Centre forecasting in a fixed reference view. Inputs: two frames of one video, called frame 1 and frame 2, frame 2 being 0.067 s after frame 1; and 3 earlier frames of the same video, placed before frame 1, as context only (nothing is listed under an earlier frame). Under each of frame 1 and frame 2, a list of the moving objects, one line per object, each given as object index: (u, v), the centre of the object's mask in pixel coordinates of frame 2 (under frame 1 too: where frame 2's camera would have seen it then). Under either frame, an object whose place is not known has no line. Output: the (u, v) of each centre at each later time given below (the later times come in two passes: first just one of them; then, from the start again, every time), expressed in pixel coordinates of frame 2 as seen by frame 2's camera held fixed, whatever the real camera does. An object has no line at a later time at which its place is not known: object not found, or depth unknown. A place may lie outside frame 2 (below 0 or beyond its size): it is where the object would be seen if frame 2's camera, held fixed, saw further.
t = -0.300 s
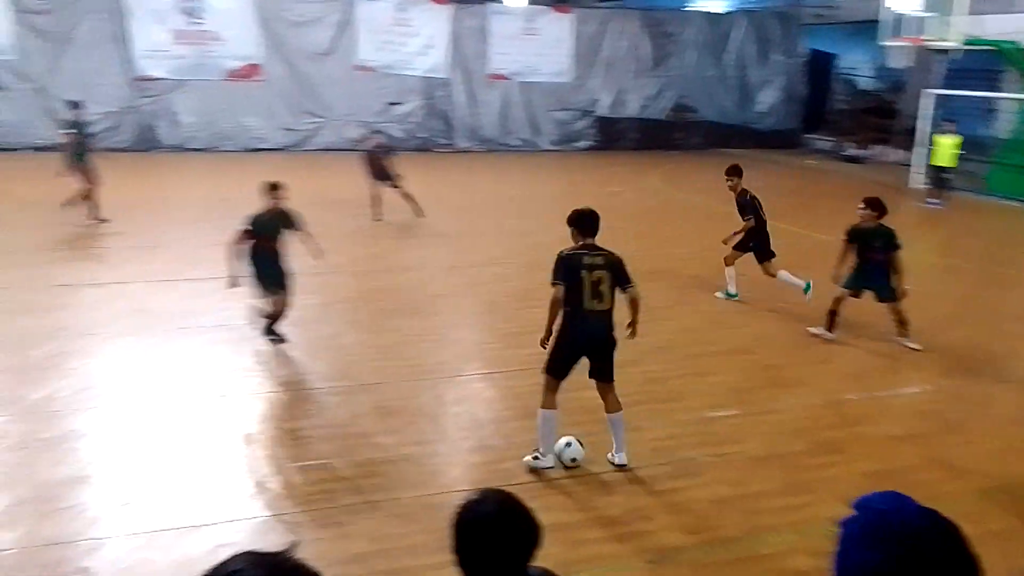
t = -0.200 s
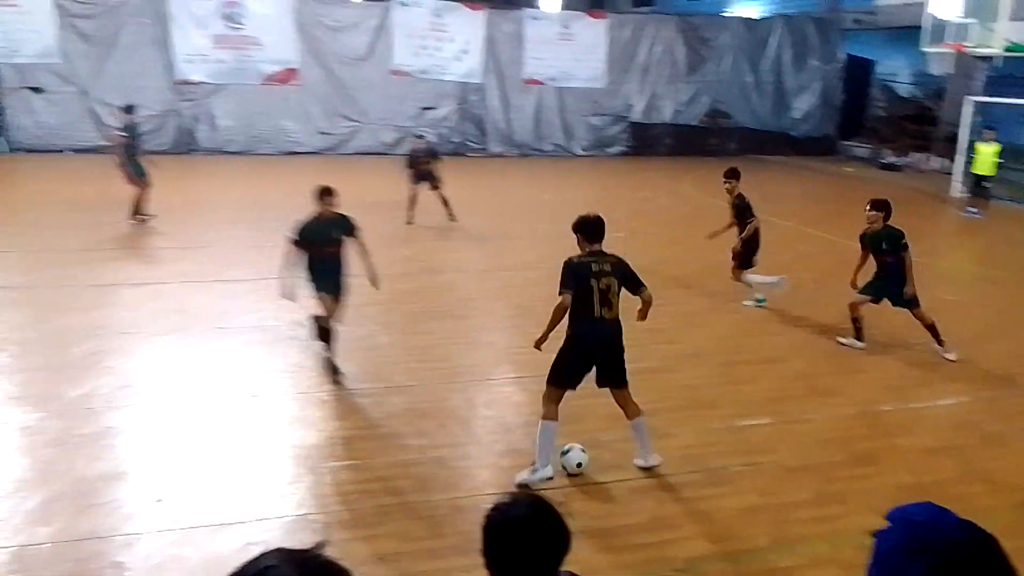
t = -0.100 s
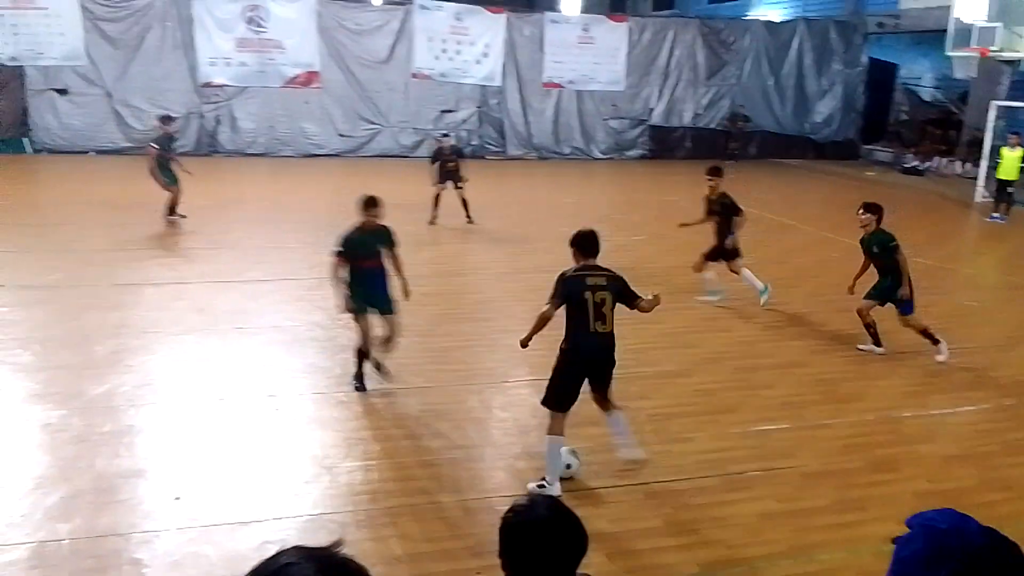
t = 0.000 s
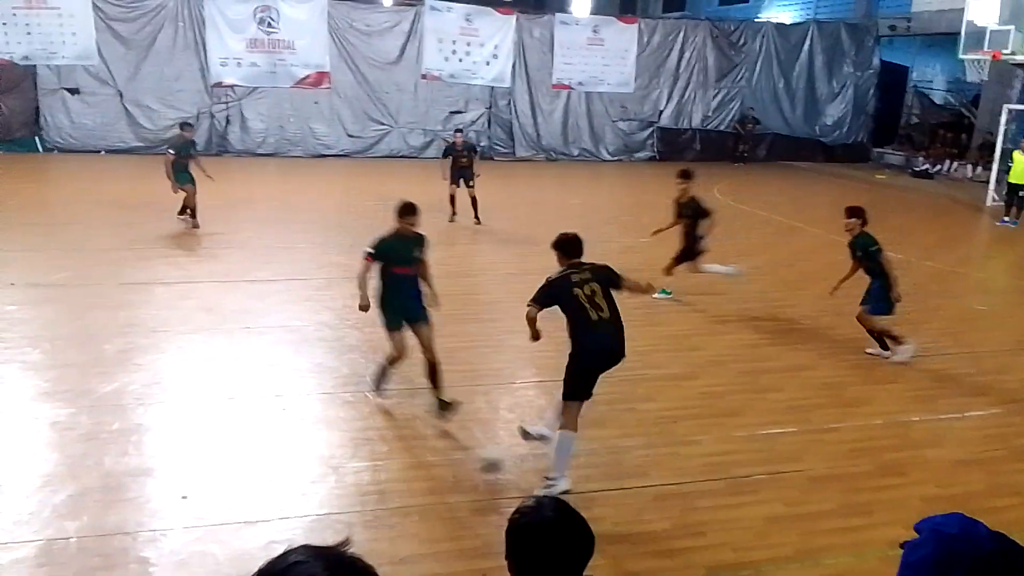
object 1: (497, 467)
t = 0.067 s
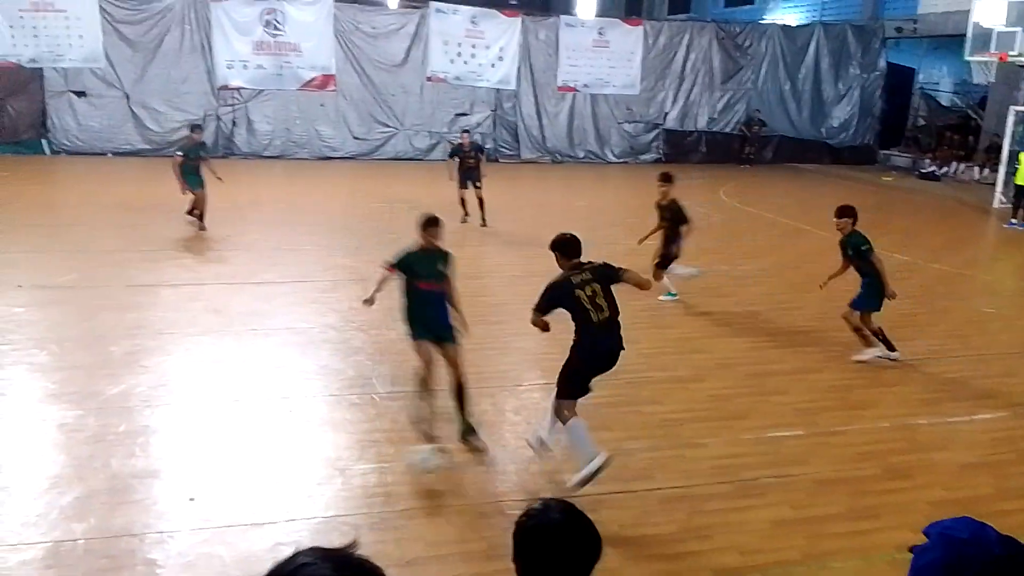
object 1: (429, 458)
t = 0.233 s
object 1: (236, 464)
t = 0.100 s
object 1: (385, 465)
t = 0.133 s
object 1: (344, 468)
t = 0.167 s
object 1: (311, 465)
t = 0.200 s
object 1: (274, 463)
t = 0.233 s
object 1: (236, 464)
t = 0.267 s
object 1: (202, 465)
